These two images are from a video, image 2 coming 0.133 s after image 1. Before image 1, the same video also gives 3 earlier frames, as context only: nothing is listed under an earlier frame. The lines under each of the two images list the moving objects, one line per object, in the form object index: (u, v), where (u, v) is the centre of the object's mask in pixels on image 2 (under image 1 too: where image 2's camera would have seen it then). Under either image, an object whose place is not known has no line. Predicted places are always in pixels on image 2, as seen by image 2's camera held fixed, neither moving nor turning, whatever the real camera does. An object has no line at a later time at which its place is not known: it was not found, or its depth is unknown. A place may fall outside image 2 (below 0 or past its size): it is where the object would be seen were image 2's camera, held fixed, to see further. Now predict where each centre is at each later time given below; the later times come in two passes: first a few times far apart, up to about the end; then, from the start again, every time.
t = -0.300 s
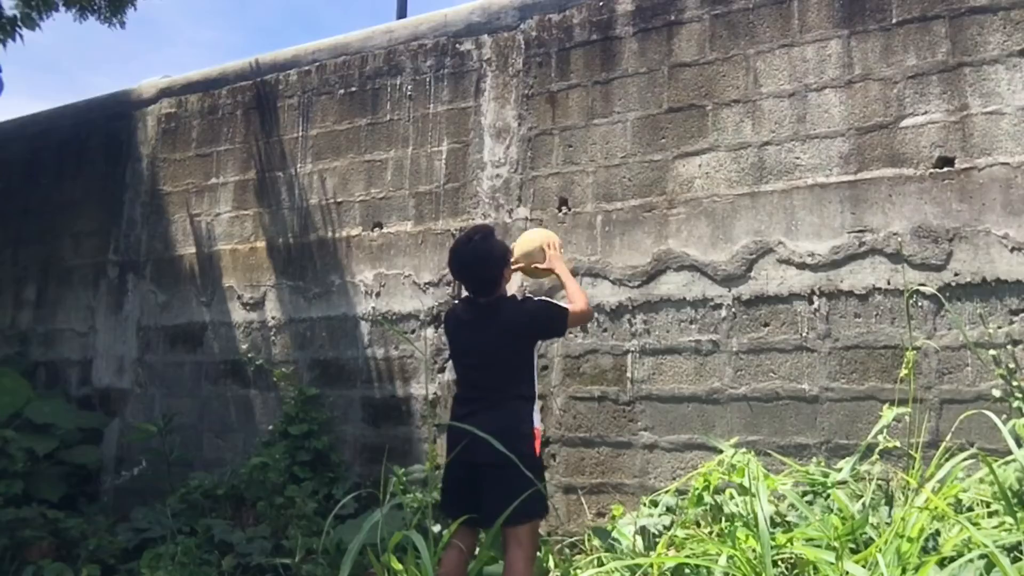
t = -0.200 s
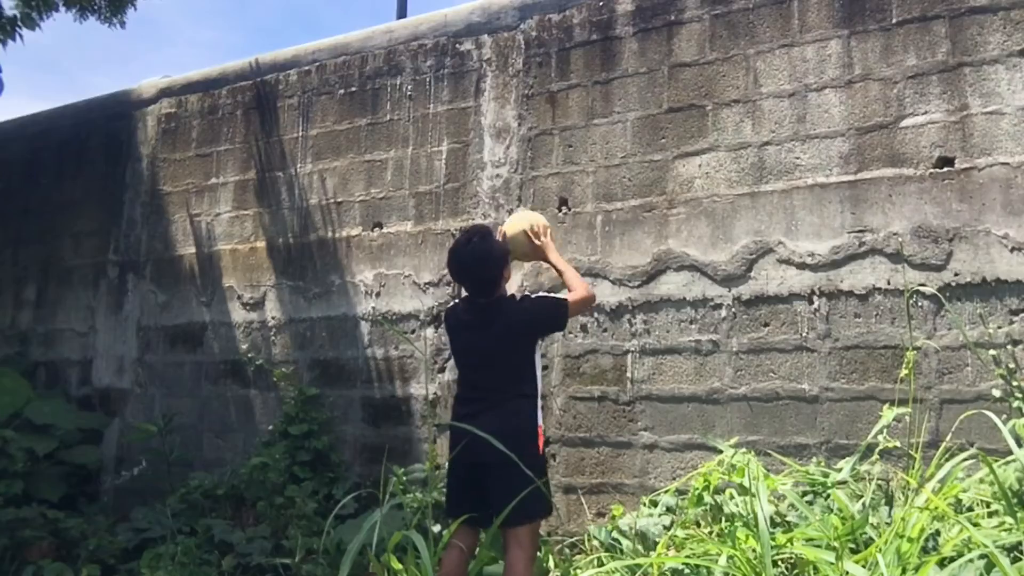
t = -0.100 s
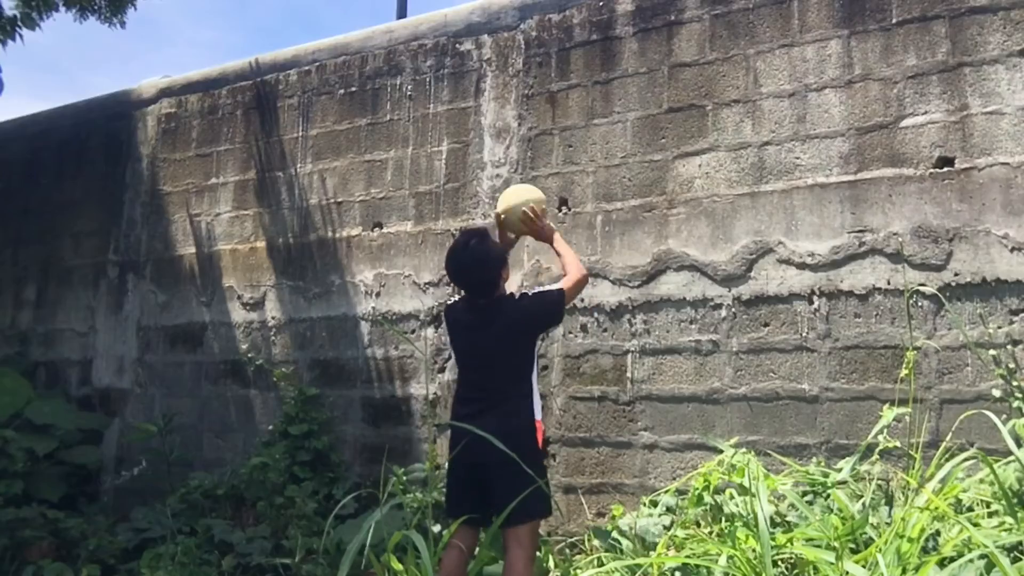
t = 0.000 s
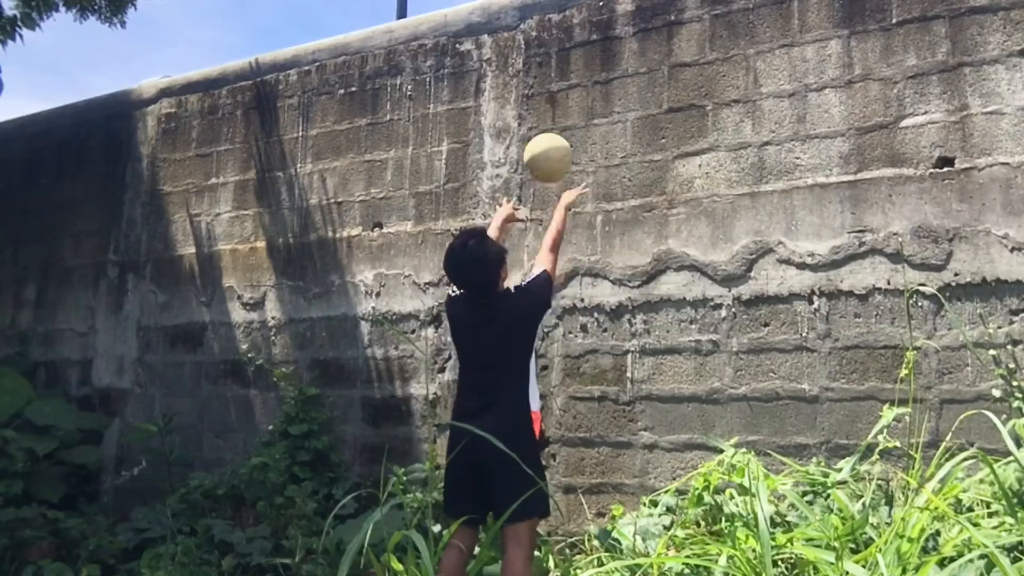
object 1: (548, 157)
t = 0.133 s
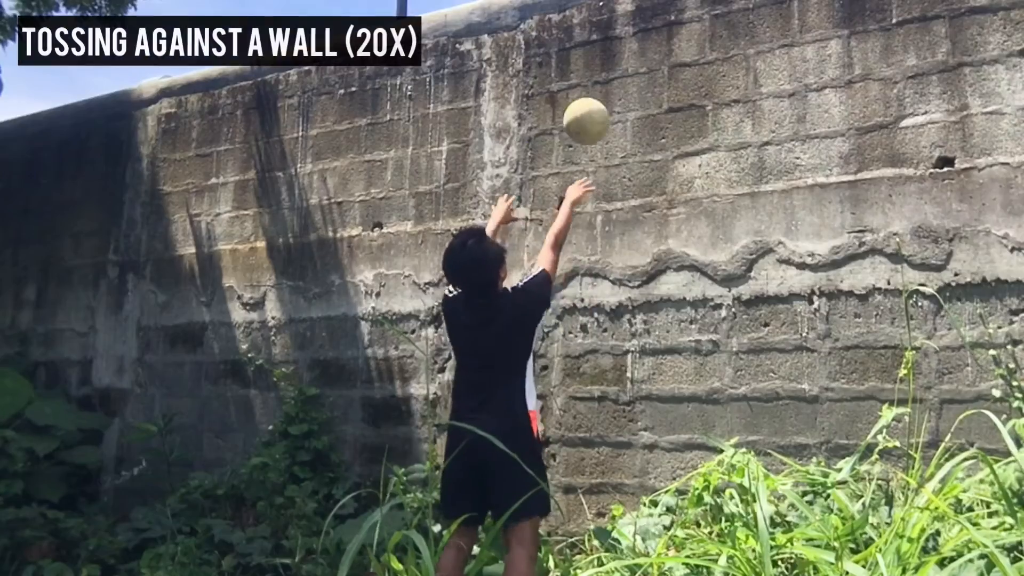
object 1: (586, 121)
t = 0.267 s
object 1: (619, 123)
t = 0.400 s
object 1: (608, 134)
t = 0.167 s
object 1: (595, 118)
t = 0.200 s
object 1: (603, 117)
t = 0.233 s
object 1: (611, 119)
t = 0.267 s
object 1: (619, 123)
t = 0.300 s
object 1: (623, 127)
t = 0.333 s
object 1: (619, 127)
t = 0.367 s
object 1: (613, 129)
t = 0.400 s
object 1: (608, 134)
